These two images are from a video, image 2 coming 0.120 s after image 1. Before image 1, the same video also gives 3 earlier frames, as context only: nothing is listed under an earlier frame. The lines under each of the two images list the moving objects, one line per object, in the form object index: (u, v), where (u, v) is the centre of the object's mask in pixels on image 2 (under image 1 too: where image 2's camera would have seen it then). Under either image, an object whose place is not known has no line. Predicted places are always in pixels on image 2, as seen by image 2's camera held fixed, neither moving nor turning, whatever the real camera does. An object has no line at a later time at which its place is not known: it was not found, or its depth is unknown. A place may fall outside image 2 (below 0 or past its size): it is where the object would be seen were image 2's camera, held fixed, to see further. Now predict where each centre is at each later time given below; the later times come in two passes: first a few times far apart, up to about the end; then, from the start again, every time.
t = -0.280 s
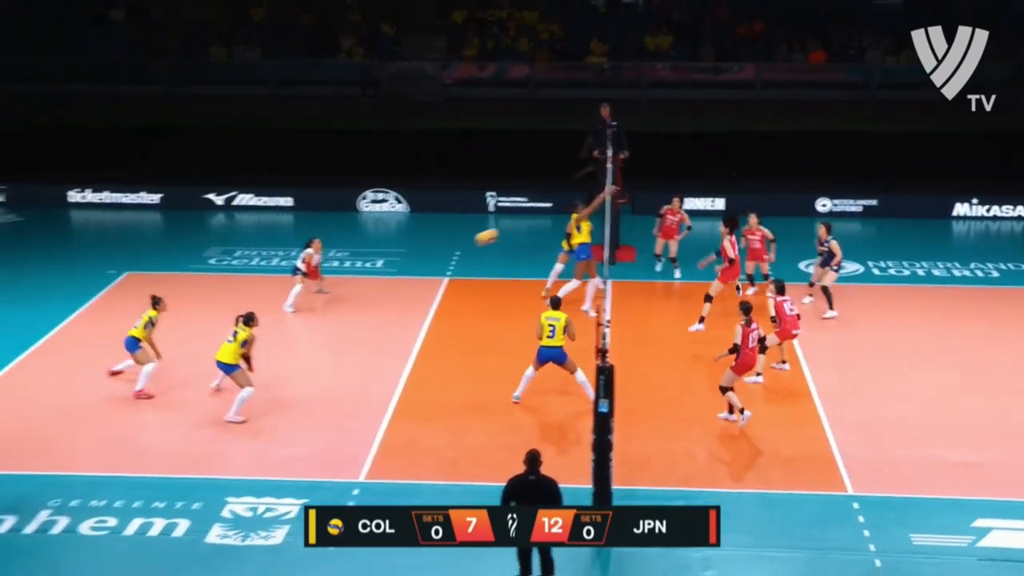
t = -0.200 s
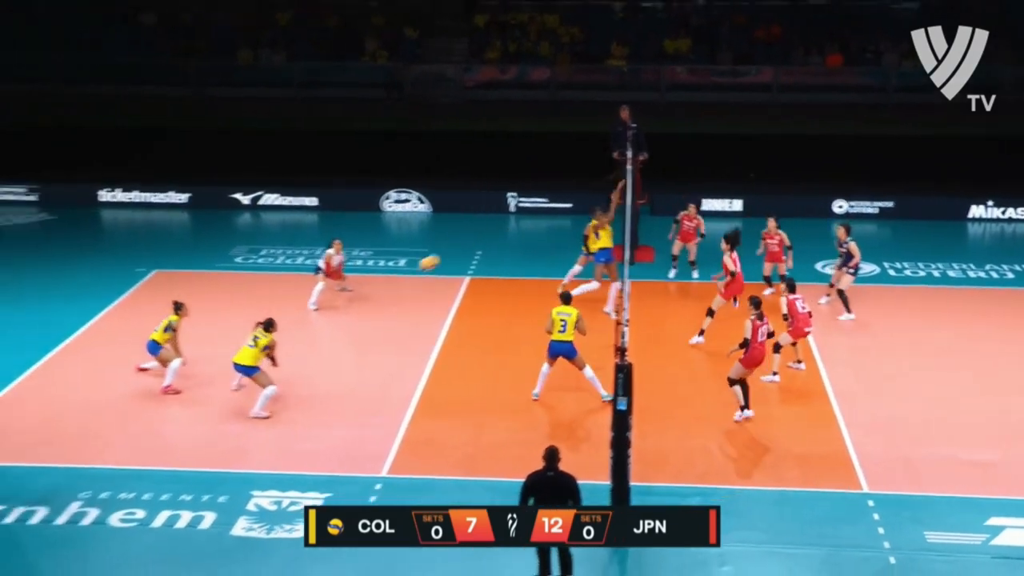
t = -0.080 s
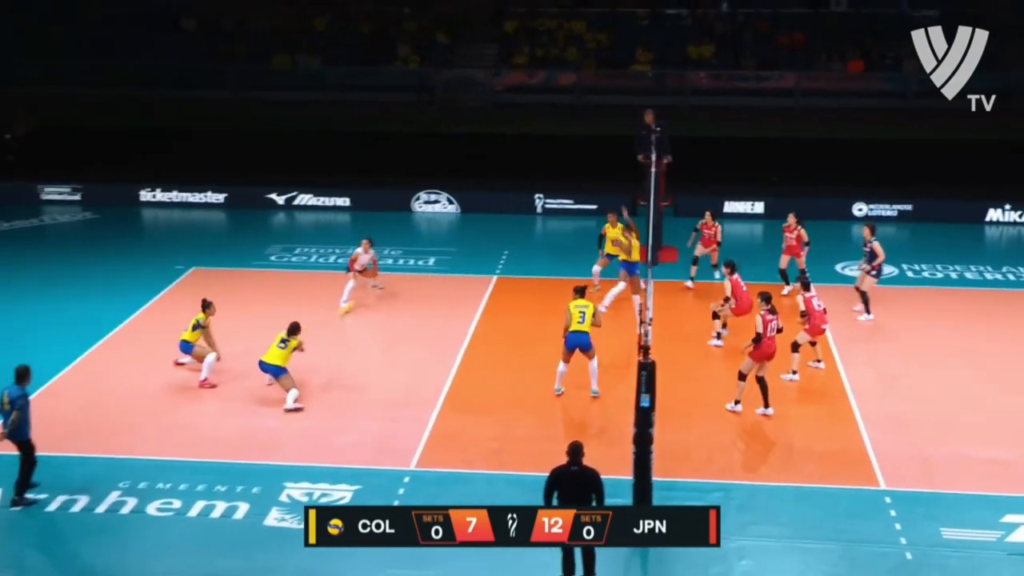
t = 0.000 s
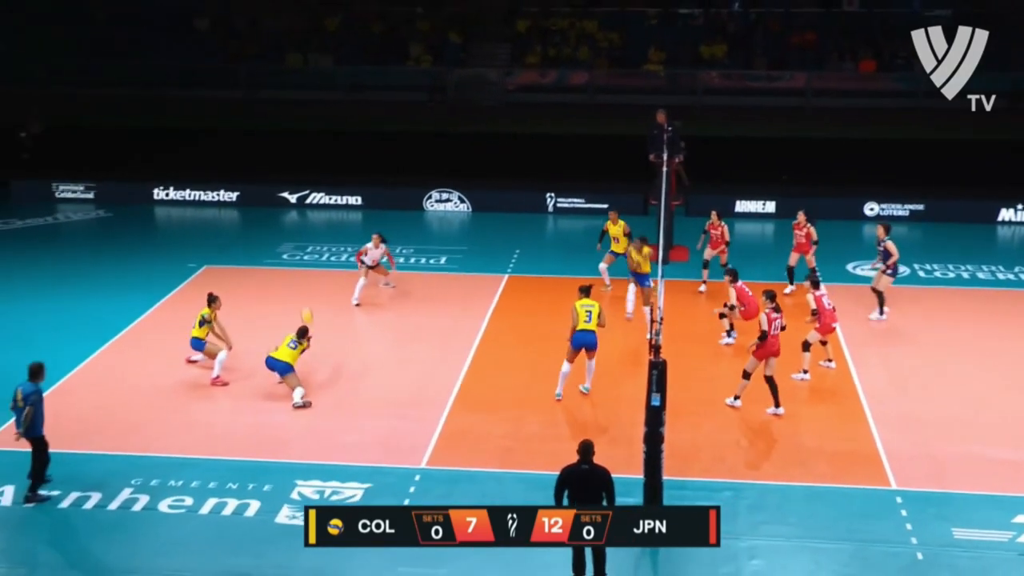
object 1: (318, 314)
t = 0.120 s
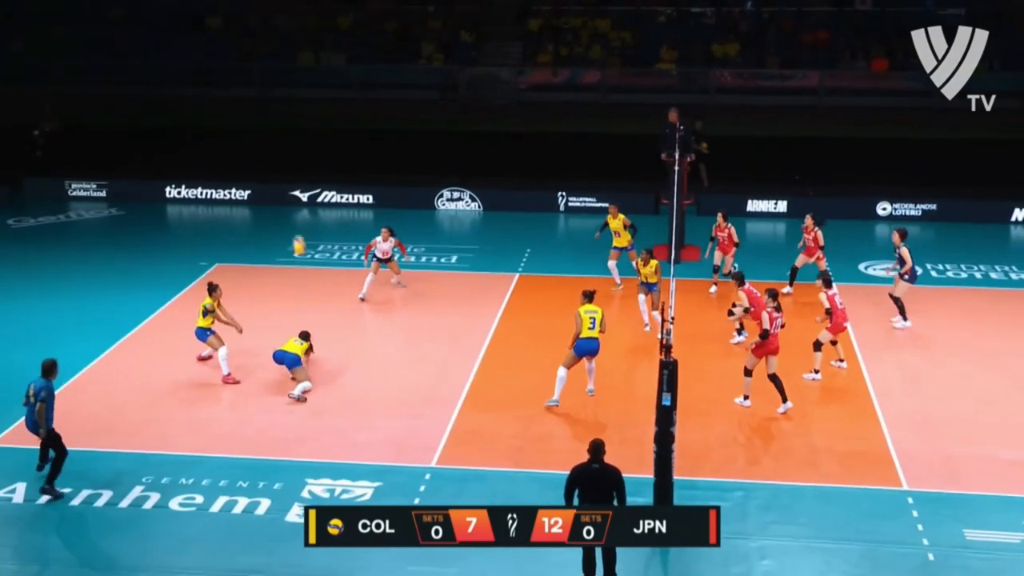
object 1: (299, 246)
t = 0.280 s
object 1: (275, 169)
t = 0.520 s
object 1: (231, 81)
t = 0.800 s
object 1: (185, 30)
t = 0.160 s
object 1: (293, 225)
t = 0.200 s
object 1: (287, 206)
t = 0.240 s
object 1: (281, 187)
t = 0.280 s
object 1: (275, 169)
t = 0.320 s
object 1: (268, 152)
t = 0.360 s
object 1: (260, 136)
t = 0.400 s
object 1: (253, 121)
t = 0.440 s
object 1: (246, 106)
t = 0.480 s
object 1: (238, 93)
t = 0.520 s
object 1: (231, 81)
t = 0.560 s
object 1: (224, 71)
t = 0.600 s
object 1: (217, 61)
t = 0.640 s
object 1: (210, 52)
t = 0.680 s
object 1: (204, 45)
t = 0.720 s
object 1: (198, 39)
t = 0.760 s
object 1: (191, 35)
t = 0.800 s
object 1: (185, 30)
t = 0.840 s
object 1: (178, 26)
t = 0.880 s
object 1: (172, 24)
